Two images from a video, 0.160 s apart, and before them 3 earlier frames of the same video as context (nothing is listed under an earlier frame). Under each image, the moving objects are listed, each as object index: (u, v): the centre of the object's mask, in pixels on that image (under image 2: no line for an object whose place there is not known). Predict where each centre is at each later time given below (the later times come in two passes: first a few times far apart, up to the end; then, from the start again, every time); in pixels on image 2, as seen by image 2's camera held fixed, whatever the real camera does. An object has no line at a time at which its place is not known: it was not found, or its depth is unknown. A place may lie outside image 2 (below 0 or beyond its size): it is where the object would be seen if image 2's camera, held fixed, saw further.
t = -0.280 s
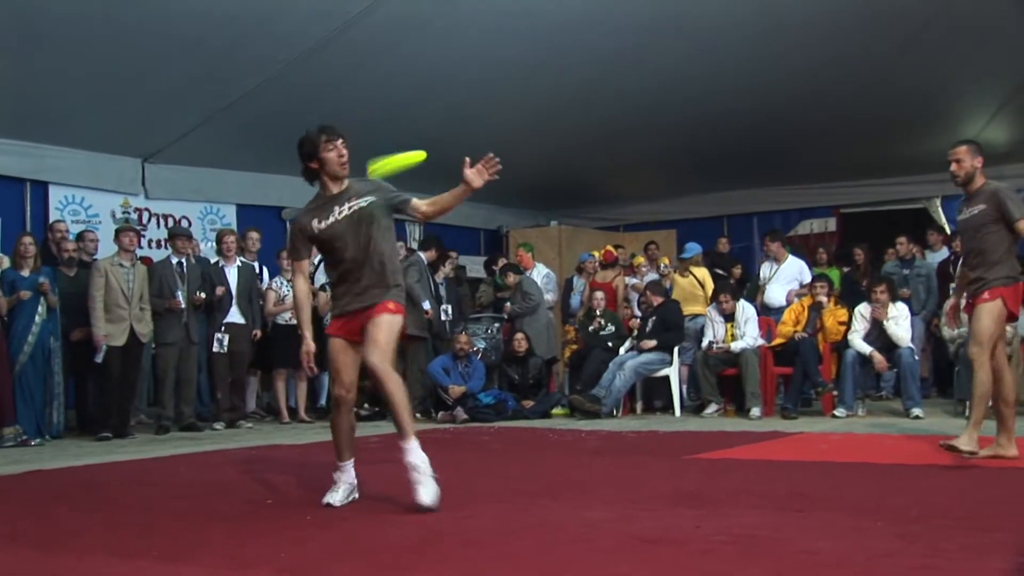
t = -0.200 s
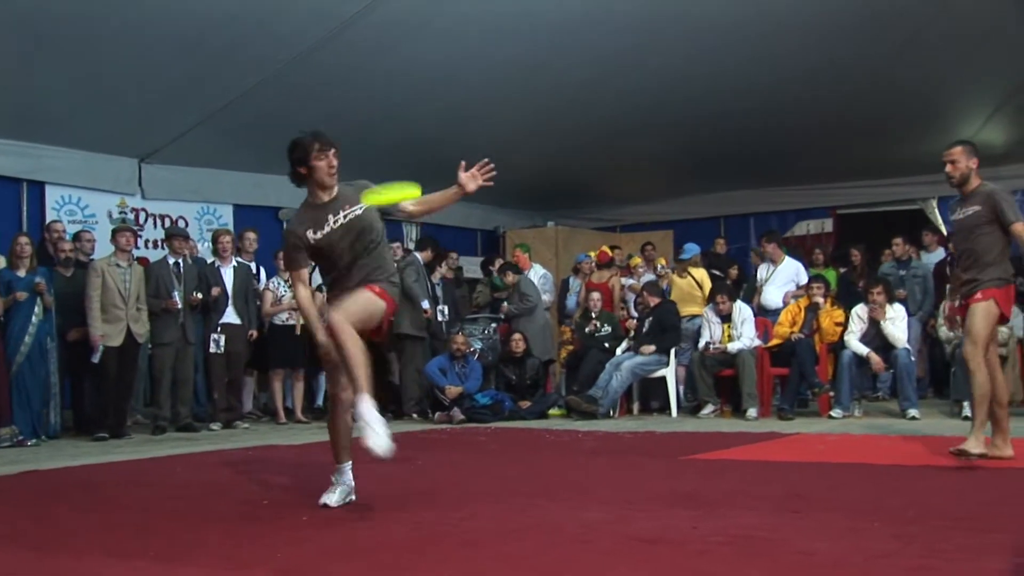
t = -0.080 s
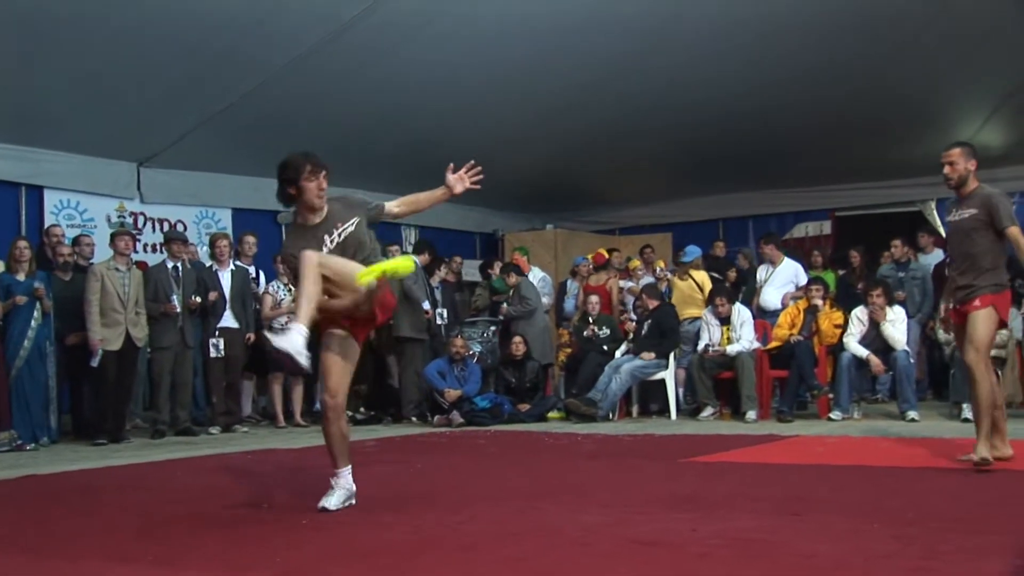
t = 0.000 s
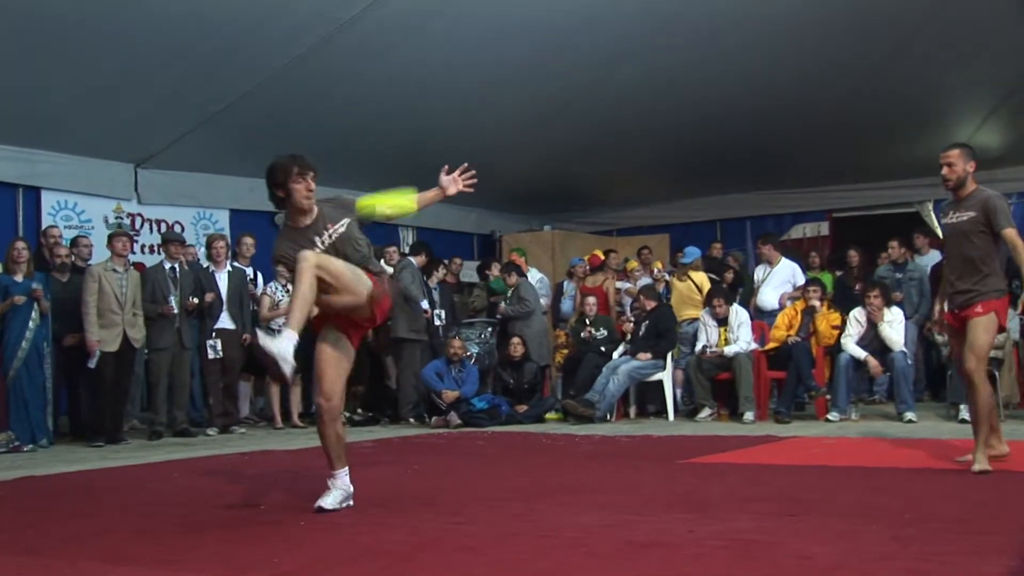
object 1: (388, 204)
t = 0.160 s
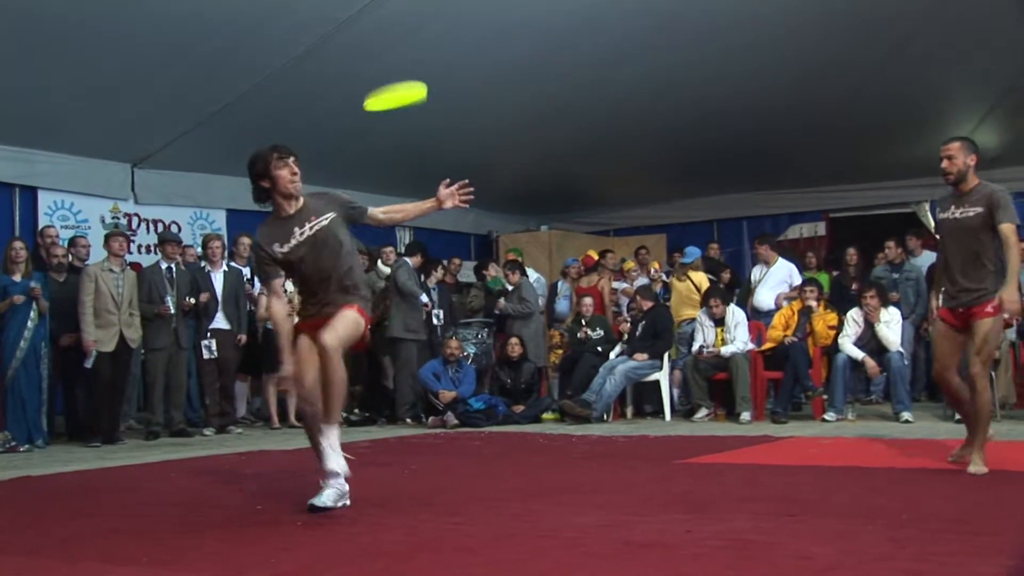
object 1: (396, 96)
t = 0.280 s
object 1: (404, 61)
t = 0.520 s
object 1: (428, 81)
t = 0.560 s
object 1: (432, 99)
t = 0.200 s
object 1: (401, 81)
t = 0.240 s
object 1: (402, 70)
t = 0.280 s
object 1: (404, 61)
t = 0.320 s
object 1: (408, 55)
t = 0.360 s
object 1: (412, 53)
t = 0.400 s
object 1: (414, 55)
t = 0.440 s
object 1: (418, 59)
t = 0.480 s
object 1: (423, 67)
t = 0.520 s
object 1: (428, 81)
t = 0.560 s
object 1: (432, 99)
